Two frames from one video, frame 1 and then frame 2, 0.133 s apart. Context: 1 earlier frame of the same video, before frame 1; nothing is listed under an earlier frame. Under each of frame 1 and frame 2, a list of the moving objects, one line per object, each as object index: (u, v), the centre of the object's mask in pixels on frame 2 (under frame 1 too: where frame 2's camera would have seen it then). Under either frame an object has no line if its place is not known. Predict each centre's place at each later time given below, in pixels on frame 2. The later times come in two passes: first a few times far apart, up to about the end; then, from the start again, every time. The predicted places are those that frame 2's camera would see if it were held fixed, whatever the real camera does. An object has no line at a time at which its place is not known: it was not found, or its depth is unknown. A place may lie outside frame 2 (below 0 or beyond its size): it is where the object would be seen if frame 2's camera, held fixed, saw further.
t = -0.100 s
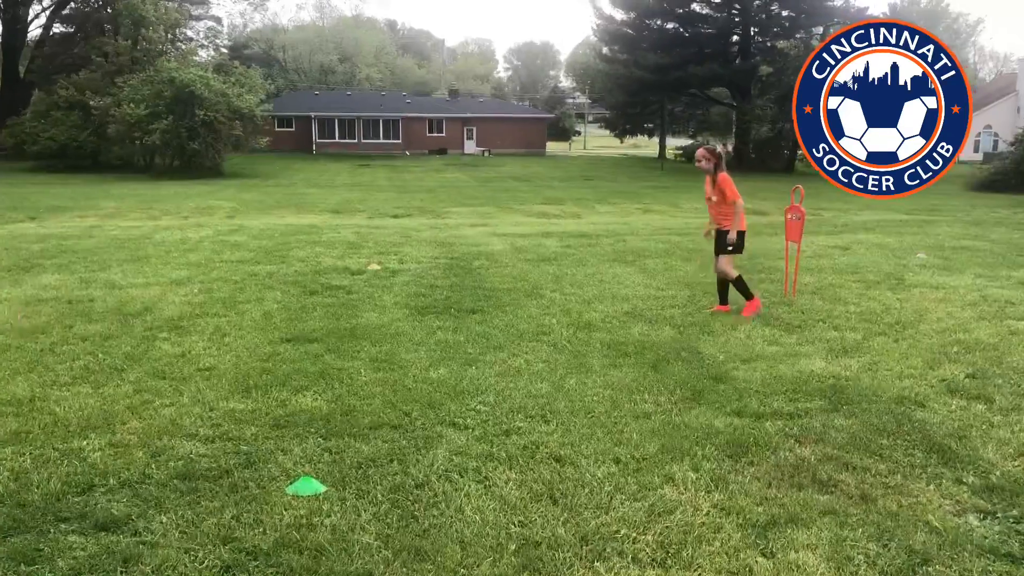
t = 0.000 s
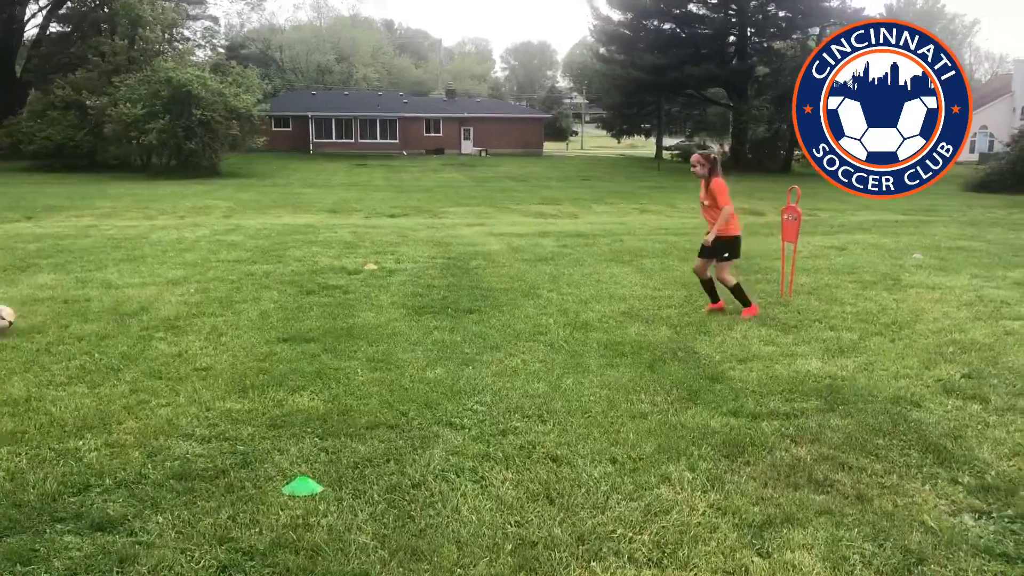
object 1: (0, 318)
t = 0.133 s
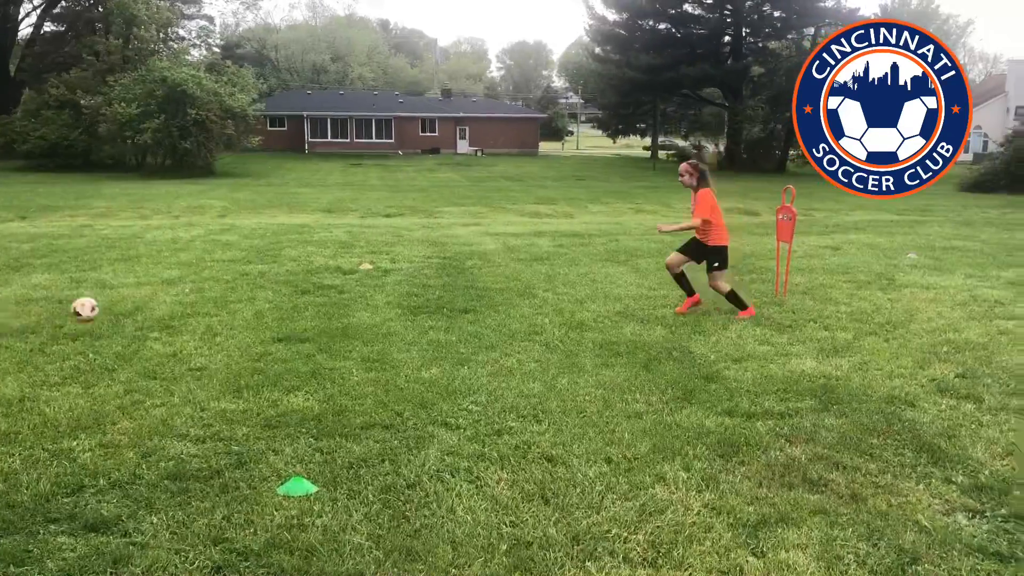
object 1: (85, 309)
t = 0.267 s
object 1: (174, 321)
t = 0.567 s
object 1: (314, 316)
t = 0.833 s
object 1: (415, 312)
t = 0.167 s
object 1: (108, 310)
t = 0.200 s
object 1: (129, 312)
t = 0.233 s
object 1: (152, 317)
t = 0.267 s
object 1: (174, 321)
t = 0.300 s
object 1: (192, 321)
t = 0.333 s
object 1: (208, 318)
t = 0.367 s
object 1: (224, 316)
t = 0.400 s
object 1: (238, 315)
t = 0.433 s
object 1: (255, 314)
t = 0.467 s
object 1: (269, 314)
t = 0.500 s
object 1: (284, 314)
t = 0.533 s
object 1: (299, 315)
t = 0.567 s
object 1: (314, 316)
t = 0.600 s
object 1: (328, 316)
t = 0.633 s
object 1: (341, 315)
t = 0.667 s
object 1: (354, 314)
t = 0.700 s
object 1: (367, 313)
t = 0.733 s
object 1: (379, 313)
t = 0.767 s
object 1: (392, 312)
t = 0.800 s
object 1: (404, 313)
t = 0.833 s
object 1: (415, 312)
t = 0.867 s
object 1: (427, 312)
